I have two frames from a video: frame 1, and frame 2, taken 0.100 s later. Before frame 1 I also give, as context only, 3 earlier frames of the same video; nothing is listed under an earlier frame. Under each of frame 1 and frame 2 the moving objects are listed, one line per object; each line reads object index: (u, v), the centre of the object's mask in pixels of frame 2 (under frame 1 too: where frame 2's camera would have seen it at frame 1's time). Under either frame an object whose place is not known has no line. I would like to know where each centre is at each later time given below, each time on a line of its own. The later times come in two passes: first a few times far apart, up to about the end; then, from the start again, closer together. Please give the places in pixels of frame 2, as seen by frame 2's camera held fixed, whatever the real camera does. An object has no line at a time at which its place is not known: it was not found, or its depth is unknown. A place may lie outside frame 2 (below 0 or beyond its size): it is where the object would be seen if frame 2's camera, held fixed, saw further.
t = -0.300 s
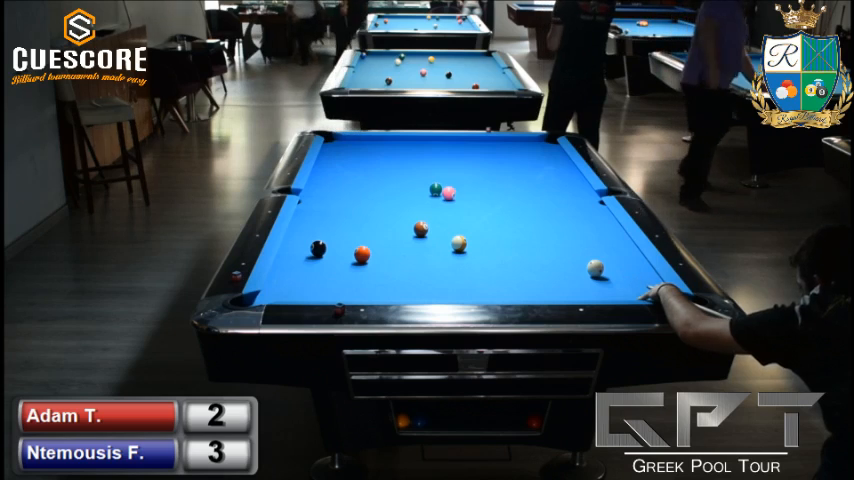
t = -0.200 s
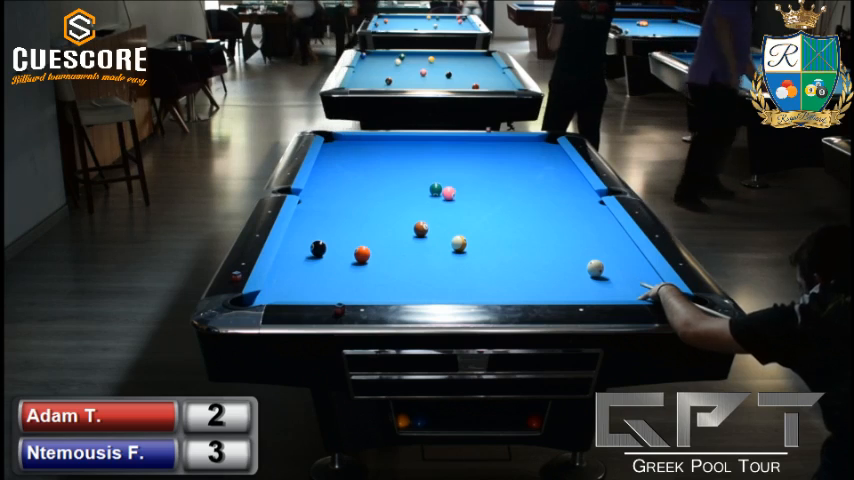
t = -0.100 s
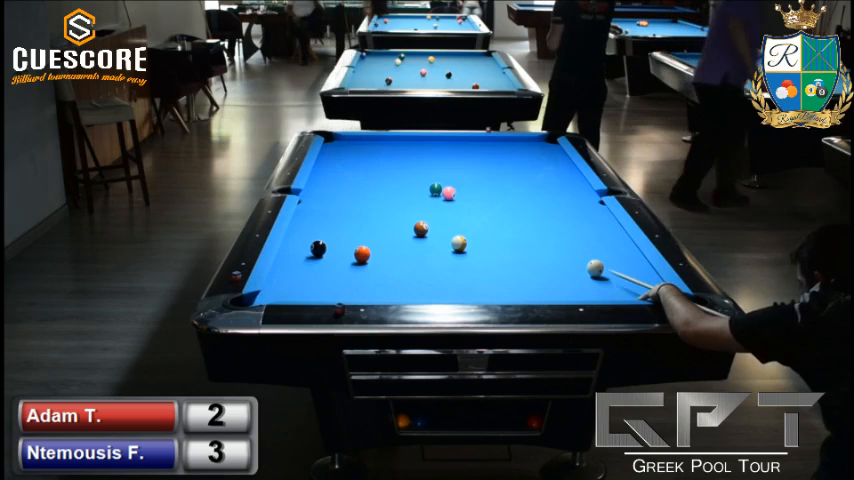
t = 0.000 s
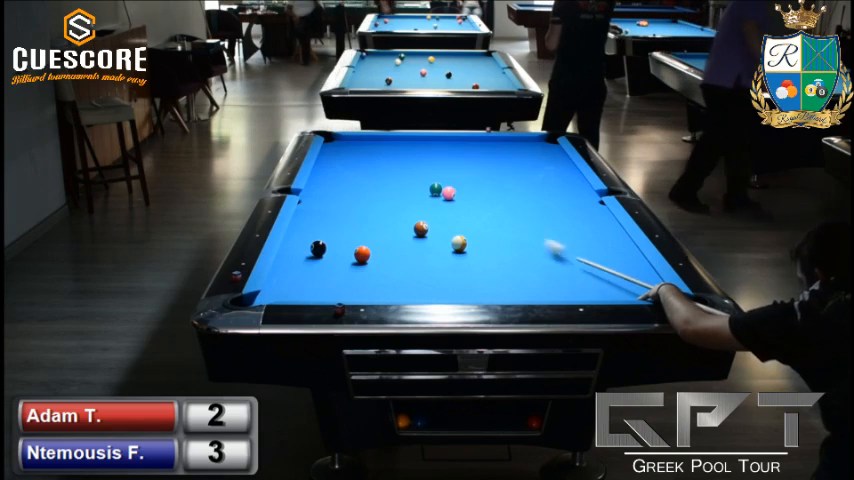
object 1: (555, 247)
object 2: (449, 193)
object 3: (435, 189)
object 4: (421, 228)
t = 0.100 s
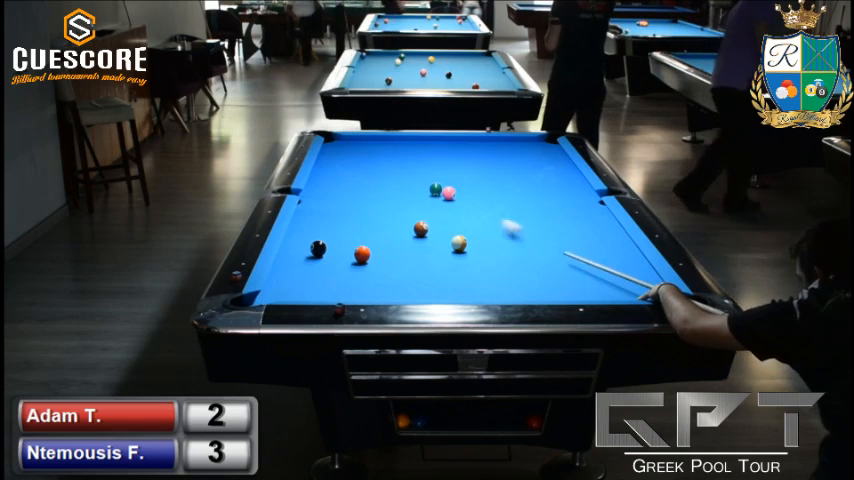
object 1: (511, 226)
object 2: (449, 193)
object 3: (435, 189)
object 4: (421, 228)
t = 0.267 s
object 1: (455, 200)
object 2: (448, 191)
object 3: (435, 189)
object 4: (421, 228)
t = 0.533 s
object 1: (355, 179)
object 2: (473, 180)
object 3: (435, 189)
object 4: (421, 228)
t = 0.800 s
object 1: (351, 163)
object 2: (494, 169)
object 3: (435, 189)
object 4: (421, 228)
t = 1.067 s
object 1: (396, 152)
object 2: (513, 159)
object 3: (435, 189)
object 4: (421, 228)
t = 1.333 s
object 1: (435, 141)
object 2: (530, 150)
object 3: (435, 189)
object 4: (421, 228)
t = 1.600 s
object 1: (474, 140)
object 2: (544, 142)
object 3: (435, 189)
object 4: (421, 228)
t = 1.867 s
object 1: (517, 146)
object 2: (556, 141)
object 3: (435, 189)
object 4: (421, 228)
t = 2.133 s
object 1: (559, 152)
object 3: (435, 189)
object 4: (421, 228)
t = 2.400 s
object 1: (540, 158)
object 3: (435, 189)
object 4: (421, 228)
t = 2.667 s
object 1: (521, 164)
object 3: (435, 189)
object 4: (421, 228)
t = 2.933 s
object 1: (503, 171)
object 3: (435, 189)
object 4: (421, 228)
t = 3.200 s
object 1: (482, 178)
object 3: (435, 189)
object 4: (421, 228)
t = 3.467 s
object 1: (462, 185)
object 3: (435, 189)
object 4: (421, 228)
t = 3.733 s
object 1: (447, 192)
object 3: (430, 189)
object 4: (421, 228)
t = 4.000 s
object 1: (441, 199)
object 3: (417, 189)
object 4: (421, 228)
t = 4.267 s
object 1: (435, 206)
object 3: (404, 190)
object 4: (421, 228)
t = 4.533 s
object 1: (429, 213)
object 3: (394, 190)
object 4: (420, 228)
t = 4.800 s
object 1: (424, 218)
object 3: (384, 190)
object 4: (421, 228)
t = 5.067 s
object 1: (415, 222)
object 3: (375, 190)
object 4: (421, 231)
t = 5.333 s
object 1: (410, 226)
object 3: (368, 189)
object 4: (422, 235)
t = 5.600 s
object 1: (405, 228)
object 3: (362, 190)
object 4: (423, 239)
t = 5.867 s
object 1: (400, 229)
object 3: (357, 190)
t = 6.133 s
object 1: (396, 230)
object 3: (352, 190)
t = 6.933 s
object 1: (392, 231)
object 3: (347, 190)
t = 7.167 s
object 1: (392, 231)
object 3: (347, 190)
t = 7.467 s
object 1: (392, 231)
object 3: (347, 190)
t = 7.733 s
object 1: (393, 231)
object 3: (347, 190)
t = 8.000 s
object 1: (393, 231)
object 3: (347, 190)
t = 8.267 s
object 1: (393, 230)
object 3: (347, 190)
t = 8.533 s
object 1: (393, 230)
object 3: (347, 190)
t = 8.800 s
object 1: (393, 231)
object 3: (347, 190)
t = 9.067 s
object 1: (393, 230)
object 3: (347, 190)
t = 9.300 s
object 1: (393, 230)
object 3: (347, 190)
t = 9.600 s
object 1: (393, 230)
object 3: (347, 190)
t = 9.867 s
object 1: (393, 230)
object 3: (347, 190)
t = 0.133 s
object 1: (498, 220)
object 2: (449, 193)
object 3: (435, 189)
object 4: (421, 228)
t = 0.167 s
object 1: (486, 215)
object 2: (449, 193)
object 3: (435, 189)
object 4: (421, 228)
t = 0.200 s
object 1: (475, 210)
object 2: (449, 193)
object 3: (435, 189)
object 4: (421, 228)
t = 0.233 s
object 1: (464, 205)
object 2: (449, 193)
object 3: (435, 189)
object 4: (421, 228)
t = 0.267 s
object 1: (455, 200)
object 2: (448, 191)
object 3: (435, 189)
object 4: (421, 228)
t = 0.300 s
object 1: (443, 196)
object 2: (450, 190)
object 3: (434, 188)
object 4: (421, 228)
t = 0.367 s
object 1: (416, 191)
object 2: (456, 188)
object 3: (435, 189)
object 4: (421, 228)
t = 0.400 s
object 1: (403, 188)
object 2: (460, 186)
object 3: (435, 189)
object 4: (421, 228)
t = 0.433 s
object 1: (391, 186)
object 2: (464, 185)
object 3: (435, 189)
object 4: (421, 228)
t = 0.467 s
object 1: (377, 184)
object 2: (467, 183)
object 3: (435, 189)
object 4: (421, 228)
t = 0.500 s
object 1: (365, 181)
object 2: (470, 182)
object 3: (435, 189)
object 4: (421, 228)
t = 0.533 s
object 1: (355, 179)
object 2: (473, 180)
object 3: (435, 189)
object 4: (421, 228)
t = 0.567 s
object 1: (343, 176)
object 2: (475, 178)
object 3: (435, 189)
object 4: (421, 228)
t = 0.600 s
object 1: (332, 174)
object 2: (478, 177)
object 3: (435, 189)
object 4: (421, 228)
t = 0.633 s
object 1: (321, 172)
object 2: (481, 176)
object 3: (435, 189)
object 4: (421, 228)
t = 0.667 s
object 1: (321, 170)
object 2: (484, 174)
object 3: (435, 189)
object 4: (421, 228)
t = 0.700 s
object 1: (329, 168)
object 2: (486, 173)
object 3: (435, 189)
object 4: (421, 228)
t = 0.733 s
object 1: (337, 167)
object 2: (489, 172)
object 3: (435, 189)
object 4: (421, 228)
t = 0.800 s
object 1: (351, 163)
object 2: (494, 169)
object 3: (435, 189)
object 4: (421, 228)
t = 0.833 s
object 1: (357, 162)
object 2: (497, 168)
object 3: (435, 189)
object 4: (421, 228)
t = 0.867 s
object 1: (363, 160)
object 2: (499, 166)
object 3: (435, 189)
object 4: (421, 228)
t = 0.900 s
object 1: (368, 159)
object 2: (501, 165)
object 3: (435, 189)
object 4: (421, 228)
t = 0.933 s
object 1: (374, 157)
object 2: (503, 164)
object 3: (435, 189)
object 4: (421, 228)
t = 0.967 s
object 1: (379, 156)
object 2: (506, 163)
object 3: (435, 189)
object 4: (421, 228)
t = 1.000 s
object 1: (385, 154)
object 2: (508, 162)
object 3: (435, 189)
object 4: (421, 228)
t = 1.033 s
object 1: (390, 153)
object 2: (511, 160)
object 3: (435, 189)
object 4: (421, 228)
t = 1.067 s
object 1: (396, 152)
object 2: (513, 159)
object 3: (435, 189)
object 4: (421, 228)
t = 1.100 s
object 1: (401, 150)
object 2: (515, 158)
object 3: (435, 189)
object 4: (421, 228)
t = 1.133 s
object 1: (406, 149)
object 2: (517, 157)
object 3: (435, 189)
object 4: (421, 228)
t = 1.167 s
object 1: (411, 148)
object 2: (519, 156)
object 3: (435, 189)
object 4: (421, 228)
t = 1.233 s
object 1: (421, 145)
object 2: (523, 154)
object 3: (435, 189)
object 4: (421, 228)
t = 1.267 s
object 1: (425, 144)
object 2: (526, 152)
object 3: (435, 189)
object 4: (421, 228)
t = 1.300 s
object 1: (430, 143)
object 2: (527, 151)
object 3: (435, 189)
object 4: (421, 228)
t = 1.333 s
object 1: (435, 141)
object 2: (530, 150)
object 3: (435, 189)
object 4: (421, 228)
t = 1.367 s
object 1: (439, 140)
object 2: (532, 149)
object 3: (435, 189)
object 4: (421, 228)
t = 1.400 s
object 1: (444, 139)
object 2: (534, 148)
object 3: (435, 189)
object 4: (421, 228)
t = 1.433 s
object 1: (448, 138)
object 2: (535, 148)
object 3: (435, 189)
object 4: (421, 228)
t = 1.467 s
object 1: (453, 137)
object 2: (537, 147)
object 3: (435, 189)
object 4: (421, 228)
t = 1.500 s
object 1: (458, 138)
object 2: (539, 146)
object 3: (435, 189)
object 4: (421, 228)
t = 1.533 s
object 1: (463, 138)
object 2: (541, 144)
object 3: (435, 189)
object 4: (421, 228)
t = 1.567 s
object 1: (469, 139)
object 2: (542, 144)
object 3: (435, 189)
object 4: (421, 228)
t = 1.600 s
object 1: (474, 140)
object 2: (544, 142)
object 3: (435, 189)
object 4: (421, 228)
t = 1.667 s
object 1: (485, 141)
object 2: (548, 141)
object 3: (435, 189)
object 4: (421, 228)
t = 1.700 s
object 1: (490, 142)
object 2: (549, 140)
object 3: (435, 189)
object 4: (421, 228)
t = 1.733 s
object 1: (496, 143)
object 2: (551, 139)
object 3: (435, 189)
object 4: (421, 228)
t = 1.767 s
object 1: (501, 143)
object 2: (552, 138)
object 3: (435, 189)
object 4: (421, 228)
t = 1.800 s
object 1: (506, 144)
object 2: (553, 138)
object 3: (435, 189)
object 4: (421, 228)
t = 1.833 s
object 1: (512, 145)
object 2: (555, 139)
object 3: (435, 189)
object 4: (421, 228)
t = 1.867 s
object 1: (517, 146)
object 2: (556, 141)
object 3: (435, 189)
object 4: (421, 228)
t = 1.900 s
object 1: (523, 146)
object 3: (435, 189)
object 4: (421, 228)
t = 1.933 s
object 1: (529, 147)
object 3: (435, 189)
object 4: (421, 228)
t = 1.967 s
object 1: (534, 148)
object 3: (435, 189)
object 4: (421, 228)
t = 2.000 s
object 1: (540, 149)
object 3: (435, 189)
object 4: (421, 228)
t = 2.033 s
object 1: (545, 149)
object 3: (435, 189)
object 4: (421, 228)
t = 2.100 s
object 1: (556, 151)
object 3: (435, 189)
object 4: (421, 228)
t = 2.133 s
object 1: (559, 152)
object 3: (435, 189)
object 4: (421, 228)
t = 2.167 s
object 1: (556, 152)
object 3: (435, 189)
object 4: (421, 228)
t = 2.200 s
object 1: (553, 153)
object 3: (435, 189)
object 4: (421, 228)
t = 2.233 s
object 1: (551, 154)
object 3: (435, 189)
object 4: (421, 228)
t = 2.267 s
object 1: (549, 154)
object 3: (435, 189)
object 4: (421, 228)
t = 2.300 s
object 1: (547, 155)
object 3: (435, 189)
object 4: (421, 228)
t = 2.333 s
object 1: (545, 156)
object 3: (435, 189)
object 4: (421, 228)
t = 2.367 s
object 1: (542, 157)
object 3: (435, 189)
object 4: (421, 228)
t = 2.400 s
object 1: (540, 158)
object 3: (435, 189)
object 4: (421, 228)
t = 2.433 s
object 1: (537, 159)
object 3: (435, 189)
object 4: (421, 228)
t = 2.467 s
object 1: (535, 159)
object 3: (435, 189)
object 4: (421, 228)
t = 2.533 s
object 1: (531, 161)
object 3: (435, 189)
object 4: (421, 228)
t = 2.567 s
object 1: (528, 162)
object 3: (435, 189)
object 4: (421, 228)
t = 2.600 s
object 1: (526, 163)
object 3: (435, 189)
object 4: (421, 228)
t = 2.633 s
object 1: (524, 164)
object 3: (435, 189)
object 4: (421, 228)
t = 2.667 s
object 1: (521, 164)
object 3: (435, 189)
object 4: (421, 228)
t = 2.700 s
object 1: (519, 165)
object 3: (435, 189)
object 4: (421, 228)
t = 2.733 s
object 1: (517, 166)
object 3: (435, 189)
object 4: (421, 228)
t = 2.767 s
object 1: (515, 167)
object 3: (435, 189)
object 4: (421, 228)
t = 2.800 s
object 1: (512, 168)
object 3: (435, 189)
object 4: (421, 228)
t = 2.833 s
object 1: (510, 168)
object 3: (435, 189)
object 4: (421, 228)
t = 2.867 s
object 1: (507, 169)
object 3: (435, 189)
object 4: (421, 228)
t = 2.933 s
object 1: (503, 171)
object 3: (435, 189)
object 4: (421, 228)
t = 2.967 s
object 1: (500, 172)
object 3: (435, 189)
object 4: (421, 228)
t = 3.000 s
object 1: (497, 172)
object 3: (435, 189)
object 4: (421, 228)
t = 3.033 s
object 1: (495, 173)
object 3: (435, 189)
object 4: (421, 228)
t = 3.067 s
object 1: (492, 174)
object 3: (435, 189)
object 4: (421, 228)
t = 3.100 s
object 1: (490, 175)
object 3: (435, 189)
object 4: (421, 228)
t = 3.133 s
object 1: (488, 176)
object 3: (435, 189)
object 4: (421, 228)
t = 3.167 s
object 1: (485, 177)
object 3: (435, 189)
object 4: (421, 228)
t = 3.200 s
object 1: (482, 178)
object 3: (435, 189)
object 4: (421, 228)
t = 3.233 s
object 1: (480, 179)
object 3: (435, 189)
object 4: (421, 228)
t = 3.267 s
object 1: (477, 179)
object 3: (435, 189)
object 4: (421, 228)
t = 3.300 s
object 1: (475, 180)
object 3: (435, 189)
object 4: (421, 228)
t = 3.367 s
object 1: (470, 182)
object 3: (435, 189)
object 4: (421, 228)
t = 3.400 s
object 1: (467, 183)
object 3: (435, 189)
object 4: (421, 228)
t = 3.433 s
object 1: (465, 184)
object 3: (435, 189)
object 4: (421, 228)
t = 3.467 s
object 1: (462, 185)
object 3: (435, 189)
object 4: (421, 228)
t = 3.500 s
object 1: (460, 185)
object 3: (435, 189)
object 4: (421, 228)
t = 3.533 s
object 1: (457, 186)
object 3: (435, 189)
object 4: (421, 228)
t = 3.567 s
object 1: (454, 187)
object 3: (435, 189)
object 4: (421, 228)
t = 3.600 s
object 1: (452, 188)
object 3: (435, 189)
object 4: (421, 228)
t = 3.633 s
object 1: (449, 189)
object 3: (435, 189)
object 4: (421, 228)
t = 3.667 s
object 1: (448, 190)
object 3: (433, 189)
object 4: (421, 228)
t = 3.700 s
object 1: (448, 191)
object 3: (432, 189)
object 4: (421, 228)
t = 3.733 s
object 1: (447, 192)
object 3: (430, 189)
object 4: (421, 228)
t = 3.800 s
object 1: (445, 193)
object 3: (427, 189)
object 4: (421, 228)
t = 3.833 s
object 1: (445, 194)
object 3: (425, 189)
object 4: (421, 228)
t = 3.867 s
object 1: (444, 195)
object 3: (423, 189)
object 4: (421, 228)
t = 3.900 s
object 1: (443, 196)
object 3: (422, 189)
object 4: (421, 228)
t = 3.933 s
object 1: (442, 197)
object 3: (420, 189)
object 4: (421, 228)
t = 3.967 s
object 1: (442, 198)
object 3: (418, 189)
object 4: (421, 228)
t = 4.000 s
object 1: (441, 199)
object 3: (417, 189)
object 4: (421, 228)
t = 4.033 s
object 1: (440, 199)
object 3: (415, 189)
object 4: (421, 228)
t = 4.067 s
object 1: (439, 200)
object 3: (414, 190)
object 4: (421, 228)
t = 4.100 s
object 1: (439, 201)
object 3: (412, 189)
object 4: (421, 228)
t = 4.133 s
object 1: (438, 202)
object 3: (411, 190)
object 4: (421, 228)
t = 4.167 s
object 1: (437, 203)
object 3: (409, 190)
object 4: (421, 228)
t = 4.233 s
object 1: (436, 205)
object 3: (406, 190)
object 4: (421, 228)
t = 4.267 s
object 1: (435, 206)
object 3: (404, 190)
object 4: (421, 228)
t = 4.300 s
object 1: (434, 207)
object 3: (403, 190)
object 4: (421, 228)
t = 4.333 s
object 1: (434, 208)
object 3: (402, 190)
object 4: (421, 228)
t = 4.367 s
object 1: (433, 208)
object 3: (400, 190)
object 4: (421, 228)
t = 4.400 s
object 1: (432, 209)
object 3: (399, 190)
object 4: (421, 228)
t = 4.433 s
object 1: (431, 210)
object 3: (398, 190)
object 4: (421, 228)
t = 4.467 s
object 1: (431, 211)
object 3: (397, 190)
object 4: (421, 228)
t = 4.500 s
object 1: (430, 212)
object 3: (395, 190)
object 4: (421, 228)
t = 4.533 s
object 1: (429, 213)
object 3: (394, 190)
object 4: (420, 228)
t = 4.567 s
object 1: (429, 214)
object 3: (393, 190)
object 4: (420, 228)
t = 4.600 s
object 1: (428, 215)
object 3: (391, 190)
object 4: (420, 228)
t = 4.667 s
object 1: (427, 217)
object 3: (389, 190)
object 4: (420, 229)
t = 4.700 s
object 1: (426, 217)
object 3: (388, 190)
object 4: (420, 228)
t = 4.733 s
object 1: (425, 217)
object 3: (387, 190)
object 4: (420, 229)
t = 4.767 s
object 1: (424, 217)
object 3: (385, 190)
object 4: (420, 228)
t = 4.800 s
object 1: (424, 218)
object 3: (384, 190)
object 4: (421, 228)
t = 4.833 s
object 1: (423, 218)
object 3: (383, 190)
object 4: (421, 229)
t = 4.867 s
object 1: (422, 219)
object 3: (382, 190)
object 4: (421, 229)
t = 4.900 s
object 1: (422, 219)
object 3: (381, 190)
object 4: (420, 228)
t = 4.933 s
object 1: (421, 219)
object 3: (380, 190)
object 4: (420, 229)
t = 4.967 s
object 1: (419, 220)
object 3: (379, 190)
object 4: (421, 229)
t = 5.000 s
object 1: (418, 221)
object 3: (378, 190)
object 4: (421, 230)
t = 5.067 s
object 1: (415, 222)
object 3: (375, 190)
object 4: (421, 231)
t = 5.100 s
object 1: (414, 223)
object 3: (374, 190)
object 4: (421, 231)
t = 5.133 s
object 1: (414, 223)
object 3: (373, 190)
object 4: (421, 231)
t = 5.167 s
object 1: (413, 224)
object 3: (372, 190)
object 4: (421, 232)
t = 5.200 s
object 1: (413, 224)
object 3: (372, 190)
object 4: (421, 233)
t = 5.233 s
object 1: (412, 225)
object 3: (371, 190)
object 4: (422, 233)
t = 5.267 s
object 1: (411, 225)
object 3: (370, 190)
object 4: (422, 234)
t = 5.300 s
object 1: (411, 226)
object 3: (369, 189)
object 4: (422, 235)
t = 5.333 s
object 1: (410, 226)
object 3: (368, 189)
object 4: (422, 235)
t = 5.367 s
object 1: (409, 226)
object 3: (367, 189)
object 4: (422, 236)
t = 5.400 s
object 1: (409, 227)
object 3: (366, 190)
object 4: (422, 236)
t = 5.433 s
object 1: (408, 227)
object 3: (366, 190)
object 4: (423, 236)
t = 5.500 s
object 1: (407, 227)
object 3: (364, 190)
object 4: (423, 238)
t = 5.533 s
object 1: (406, 227)
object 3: (363, 190)
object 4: (423, 238)
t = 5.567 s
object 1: (405, 228)
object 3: (362, 190)
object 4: (423, 239)
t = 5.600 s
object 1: (405, 228)
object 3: (362, 190)
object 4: (423, 239)
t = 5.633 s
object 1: (404, 228)
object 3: (361, 190)
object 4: (423, 240)
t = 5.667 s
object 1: (404, 228)
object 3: (360, 190)
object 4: (423, 240)
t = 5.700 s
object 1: (403, 228)
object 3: (360, 190)
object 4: (423, 240)
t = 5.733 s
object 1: (402, 228)
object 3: (359, 190)
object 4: (423, 241)
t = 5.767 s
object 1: (402, 229)
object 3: (359, 190)
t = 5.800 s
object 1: (401, 229)
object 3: (358, 190)
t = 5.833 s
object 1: (401, 229)
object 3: (357, 190)
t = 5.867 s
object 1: (400, 229)
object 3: (357, 190)
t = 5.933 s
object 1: (399, 229)
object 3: (355, 190)
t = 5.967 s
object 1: (399, 229)
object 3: (355, 190)
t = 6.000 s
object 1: (398, 229)
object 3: (354, 190)
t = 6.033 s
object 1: (398, 230)
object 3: (354, 190)
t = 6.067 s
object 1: (397, 229)
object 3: (353, 190)
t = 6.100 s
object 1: (397, 230)
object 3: (353, 190)
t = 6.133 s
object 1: (396, 230)
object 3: (352, 190)
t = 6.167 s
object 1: (396, 230)
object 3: (352, 190)
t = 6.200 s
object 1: (395, 230)
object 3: (351, 190)
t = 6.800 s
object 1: (392, 230)
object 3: (347, 190)
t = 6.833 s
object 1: (392, 230)
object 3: (347, 190)
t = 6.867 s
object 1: (392, 231)
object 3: (347, 190)
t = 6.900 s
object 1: (392, 231)
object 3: (347, 190)
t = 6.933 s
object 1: (392, 231)
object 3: (347, 190)
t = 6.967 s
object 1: (392, 231)
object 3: (347, 190)
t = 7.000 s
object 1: (392, 231)
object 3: (347, 190)
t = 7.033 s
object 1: (392, 231)
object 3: (346, 190)
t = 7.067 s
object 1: (392, 231)
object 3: (346, 190)
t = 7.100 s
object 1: (392, 231)
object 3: (346, 190)
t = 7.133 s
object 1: (392, 231)
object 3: (346, 190)
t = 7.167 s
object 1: (392, 231)
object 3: (347, 190)
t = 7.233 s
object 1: (392, 231)
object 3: (347, 190)
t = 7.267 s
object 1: (392, 231)
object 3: (347, 190)
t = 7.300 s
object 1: (392, 231)
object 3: (347, 190)
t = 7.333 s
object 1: (392, 230)
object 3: (347, 190)
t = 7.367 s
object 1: (392, 231)
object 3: (347, 190)
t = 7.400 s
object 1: (392, 231)
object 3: (347, 190)
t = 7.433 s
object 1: (392, 231)
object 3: (347, 190)
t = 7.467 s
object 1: (392, 231)
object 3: (347, 190)
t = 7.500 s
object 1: (392, 231)
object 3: (347, 190)
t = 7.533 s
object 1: (392, 231)
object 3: (347, 190)
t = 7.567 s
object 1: (392, 231)
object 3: (347, 190)
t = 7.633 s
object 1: (392, 231)
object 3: (347, 190)
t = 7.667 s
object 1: (392, 231)
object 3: (347, 190)
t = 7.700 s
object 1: (393, 231)
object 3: (347, 190)
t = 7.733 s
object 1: (393, 231)
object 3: (347, 190)
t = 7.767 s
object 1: (393, 231)
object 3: (347, 190)
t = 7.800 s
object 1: (392, 231)
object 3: (347, 190)
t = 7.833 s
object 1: (393, 231)
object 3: (347, 190)
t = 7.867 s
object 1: (393, 231)
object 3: (347, 190)
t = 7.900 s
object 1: (393, 231)
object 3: (347, 190)
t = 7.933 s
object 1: (393, 230)
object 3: (347, 190)
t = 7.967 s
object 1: (393, 231)
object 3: (347, 190)
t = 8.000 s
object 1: (393, 231)
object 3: (347, 190)
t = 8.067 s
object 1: (393, 230)
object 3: (347, 190)
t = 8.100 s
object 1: (393, 231)
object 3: (347, 190)
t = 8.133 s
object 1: (393, 230)
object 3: (347, 190)
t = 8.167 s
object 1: (393, 231)
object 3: (347, 190)
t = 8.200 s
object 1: (393, 231)
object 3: (347, 190)
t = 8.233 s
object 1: (393, 231)
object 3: (347, 190)
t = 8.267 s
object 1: (393, 230)
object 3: (347, 190)
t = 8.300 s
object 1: (393, 230)
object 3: (347, 190)
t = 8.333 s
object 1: (393, 230)
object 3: (347, 190)
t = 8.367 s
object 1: (393, 230)
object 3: (347, 190)
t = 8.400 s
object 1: (393, 230)
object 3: (347, 190)
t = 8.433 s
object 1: (393, 230)
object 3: (347, 190)
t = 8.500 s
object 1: (393, 230)
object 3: (347, 190)
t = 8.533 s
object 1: (393, 230)
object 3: (347, 190)
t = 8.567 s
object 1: (393, 230)
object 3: (347, 190)
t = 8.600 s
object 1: (393, 230)
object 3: (347, 190)
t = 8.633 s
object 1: (393, 230)
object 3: (347, 190)
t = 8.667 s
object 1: (393, 230)
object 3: (347, 190)
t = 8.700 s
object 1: (393, 230)
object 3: (347, 190)
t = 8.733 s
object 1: (393, 230)
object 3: (347, 190)
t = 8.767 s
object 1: (393, 230)
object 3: (347, 190)
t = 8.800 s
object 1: (393, 231)
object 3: (347, 190)
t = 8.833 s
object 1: (393, 231)
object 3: (347, 190)
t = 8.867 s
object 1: (393, 230)
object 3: (347, 190)
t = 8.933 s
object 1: (393, 230)
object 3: (347, 190)
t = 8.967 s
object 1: (393, 231)
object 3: (347, 190)
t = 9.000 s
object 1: (393, 231)
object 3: (347, 190)
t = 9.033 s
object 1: (393, 231)
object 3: (347, 190)
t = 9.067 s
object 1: (393, 230)
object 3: (347, 190)
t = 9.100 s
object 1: (393, 231)
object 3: (347, 190)
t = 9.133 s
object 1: (393, 231)
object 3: (347, 190)
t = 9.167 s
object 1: (392, 231)
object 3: (347, 190)
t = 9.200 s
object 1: (392, 231)
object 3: (347, 190)
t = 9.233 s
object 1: (393, 231)
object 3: (347, 190)
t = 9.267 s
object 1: (393, 230)
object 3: (347, 190)
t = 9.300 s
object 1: (393, 230)
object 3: (347, 190)
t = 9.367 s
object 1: (393, 230)
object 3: (347, 190)
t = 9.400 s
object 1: (393, 231)
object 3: (347, 190)
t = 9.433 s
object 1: (393, 230)
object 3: (347, 190)
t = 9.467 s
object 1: (393, 230)
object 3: (347, 190)
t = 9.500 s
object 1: (393, 230)
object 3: (347, 190)
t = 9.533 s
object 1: (393, 230)
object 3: (347, 190)
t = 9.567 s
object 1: (393, 230)
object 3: (347, 190)
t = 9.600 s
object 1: (393, 230)
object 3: (347, 190)
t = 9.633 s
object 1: (393, 230)
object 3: (347, 190)
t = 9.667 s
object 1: (393, 230)
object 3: (347, 190)
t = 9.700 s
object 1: (393, 230)
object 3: (347, 190)
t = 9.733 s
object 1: (393, 230)
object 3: (347, 190)
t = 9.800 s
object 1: (393, 230)
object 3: (347, 190)
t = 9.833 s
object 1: (393, 230)
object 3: (347, 190)
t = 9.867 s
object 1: (393, 230)
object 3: (347, 190)
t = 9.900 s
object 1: (393, 230)
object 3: (347, 190)
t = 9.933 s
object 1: (393, 230)
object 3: (347, 190)
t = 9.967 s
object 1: (393, 230)
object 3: (347, 190)
